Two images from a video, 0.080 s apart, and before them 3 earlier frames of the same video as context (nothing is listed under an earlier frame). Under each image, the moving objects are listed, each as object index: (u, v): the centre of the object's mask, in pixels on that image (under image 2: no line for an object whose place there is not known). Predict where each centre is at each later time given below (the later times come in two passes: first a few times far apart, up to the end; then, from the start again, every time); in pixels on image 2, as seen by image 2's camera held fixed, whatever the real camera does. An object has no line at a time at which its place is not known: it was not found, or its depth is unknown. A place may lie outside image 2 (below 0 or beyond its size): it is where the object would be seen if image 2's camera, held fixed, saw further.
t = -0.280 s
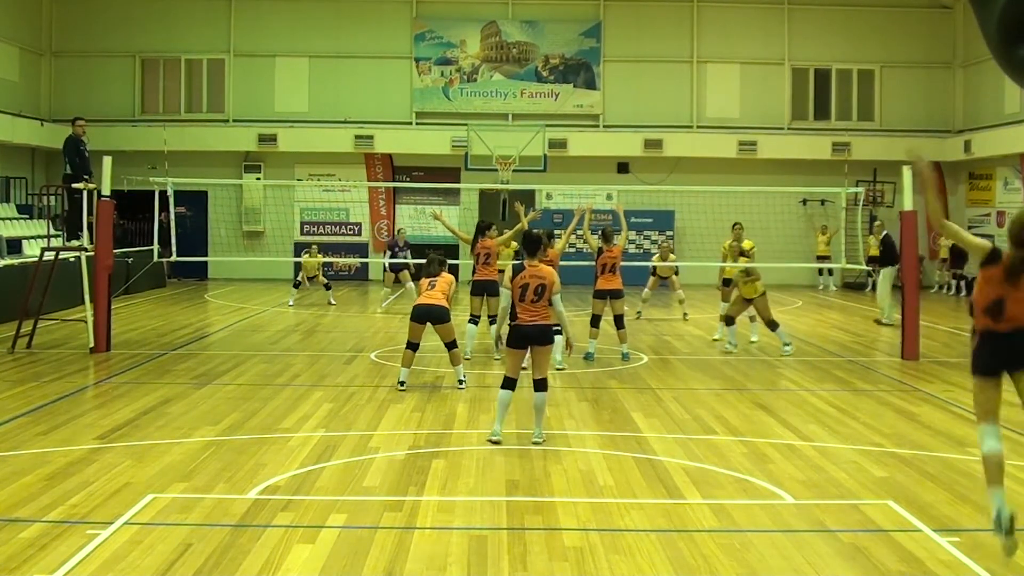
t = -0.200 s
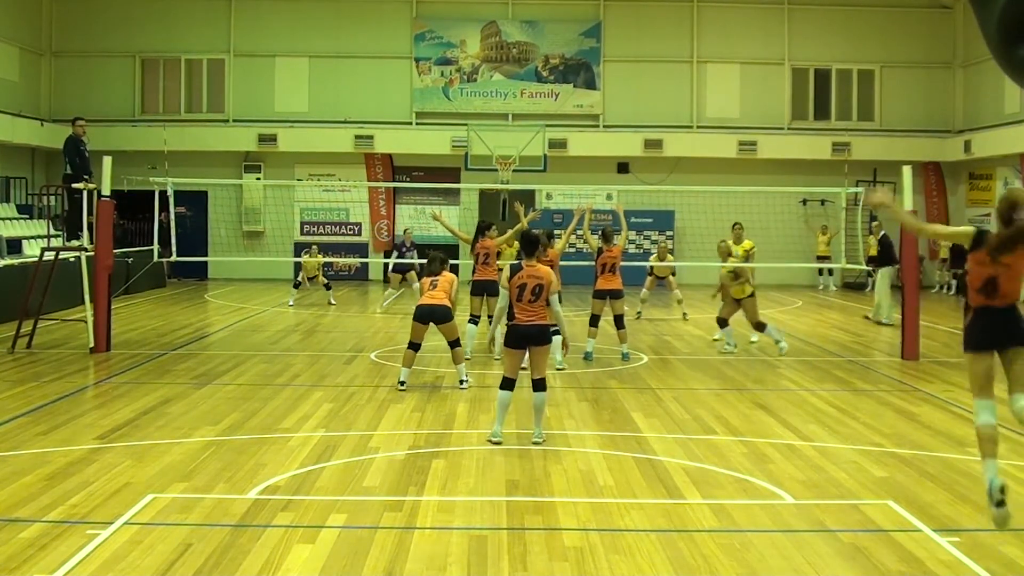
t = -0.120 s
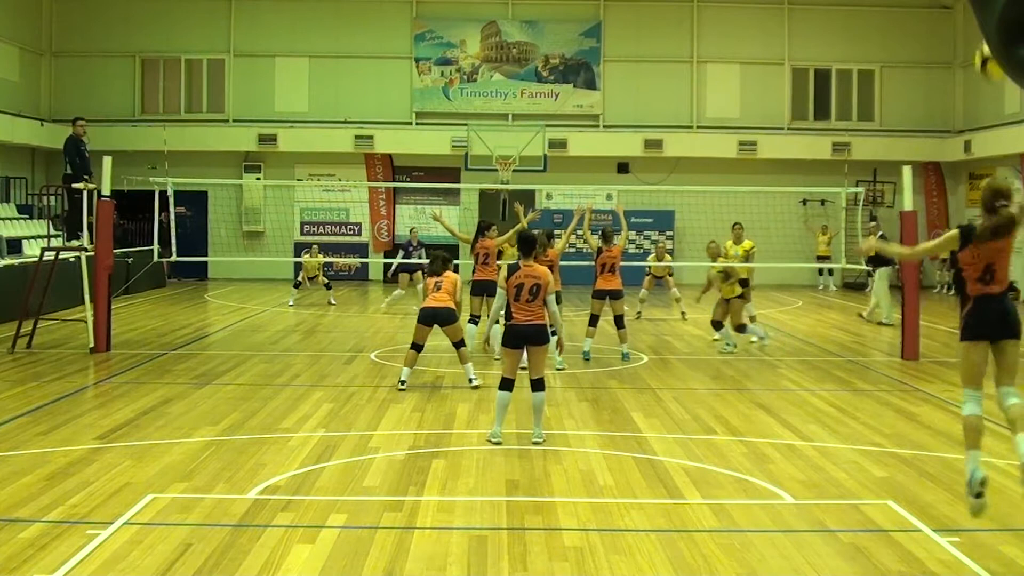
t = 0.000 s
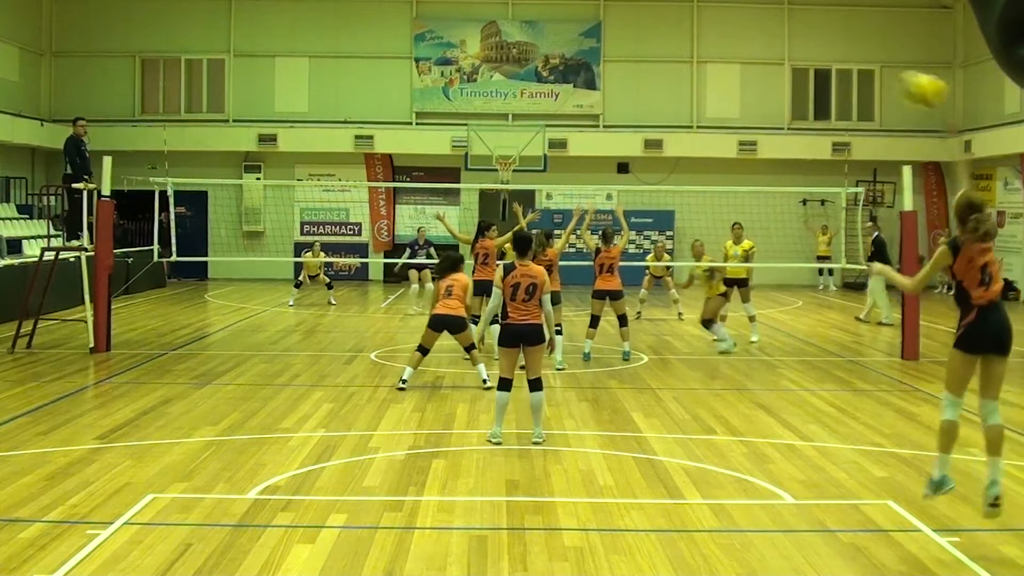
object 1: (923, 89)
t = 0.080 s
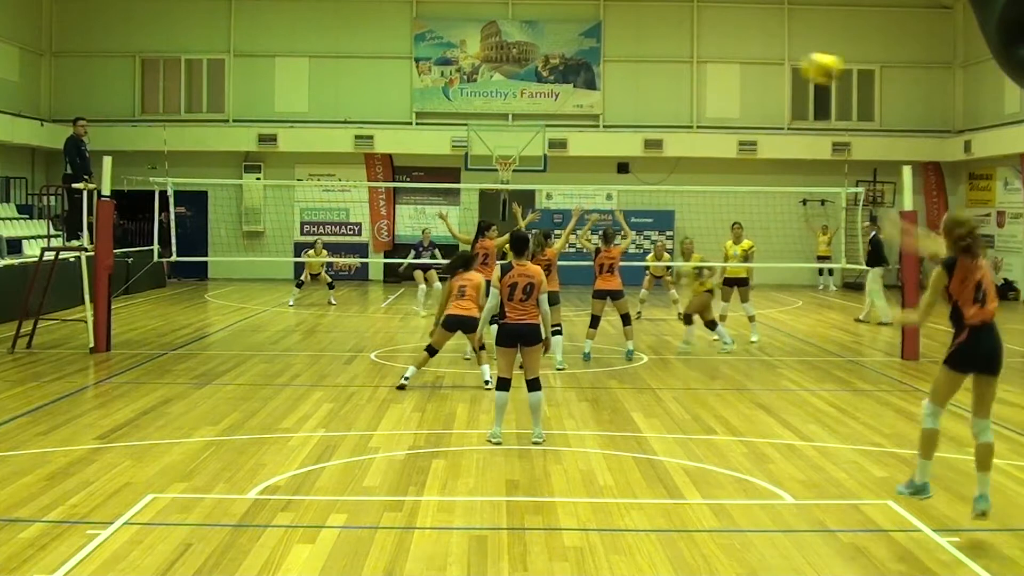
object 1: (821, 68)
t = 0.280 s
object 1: (659, 56)
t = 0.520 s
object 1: (551, 92)
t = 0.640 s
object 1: (513, 122)
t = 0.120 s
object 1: (780, 59)
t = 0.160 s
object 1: (745, 55)
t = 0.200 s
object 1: (713, 54)
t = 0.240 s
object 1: (685, 54)
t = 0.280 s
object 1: (659, 56)
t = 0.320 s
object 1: (637, 59)
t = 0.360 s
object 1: (619, 64)
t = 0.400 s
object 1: (600, 71)
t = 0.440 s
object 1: (582, 78)
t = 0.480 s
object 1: (566, 84)
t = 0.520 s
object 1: (551, 92)
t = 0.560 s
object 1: (537, 103)
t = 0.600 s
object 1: (522, 113)
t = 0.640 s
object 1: (513, 122)
